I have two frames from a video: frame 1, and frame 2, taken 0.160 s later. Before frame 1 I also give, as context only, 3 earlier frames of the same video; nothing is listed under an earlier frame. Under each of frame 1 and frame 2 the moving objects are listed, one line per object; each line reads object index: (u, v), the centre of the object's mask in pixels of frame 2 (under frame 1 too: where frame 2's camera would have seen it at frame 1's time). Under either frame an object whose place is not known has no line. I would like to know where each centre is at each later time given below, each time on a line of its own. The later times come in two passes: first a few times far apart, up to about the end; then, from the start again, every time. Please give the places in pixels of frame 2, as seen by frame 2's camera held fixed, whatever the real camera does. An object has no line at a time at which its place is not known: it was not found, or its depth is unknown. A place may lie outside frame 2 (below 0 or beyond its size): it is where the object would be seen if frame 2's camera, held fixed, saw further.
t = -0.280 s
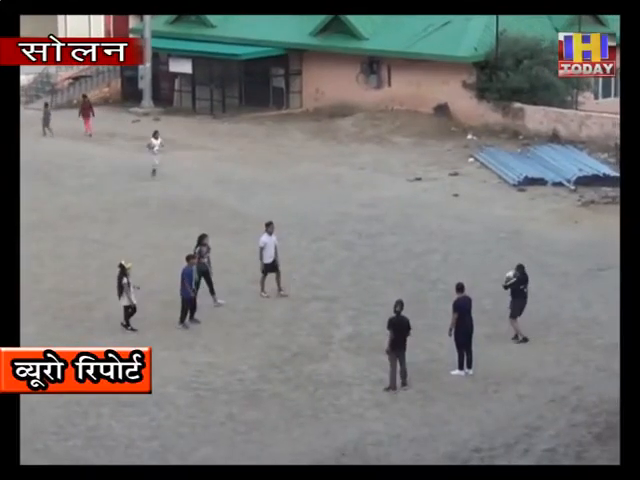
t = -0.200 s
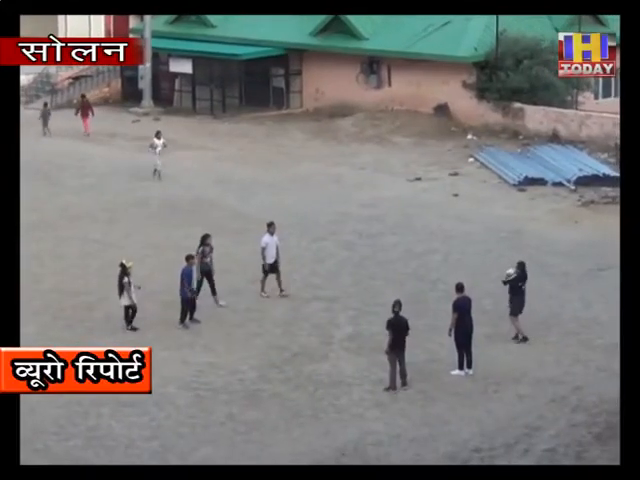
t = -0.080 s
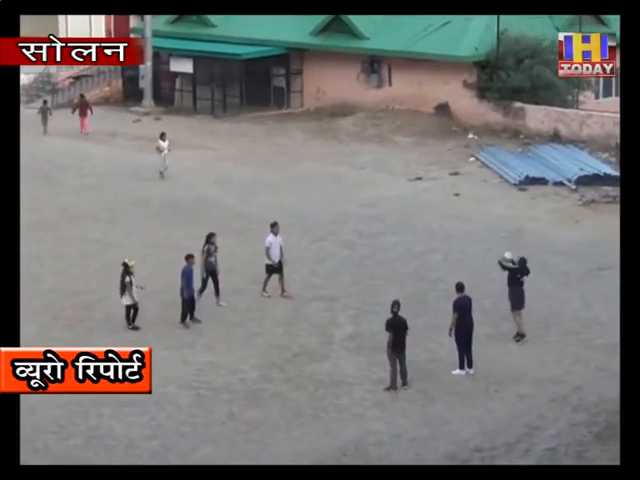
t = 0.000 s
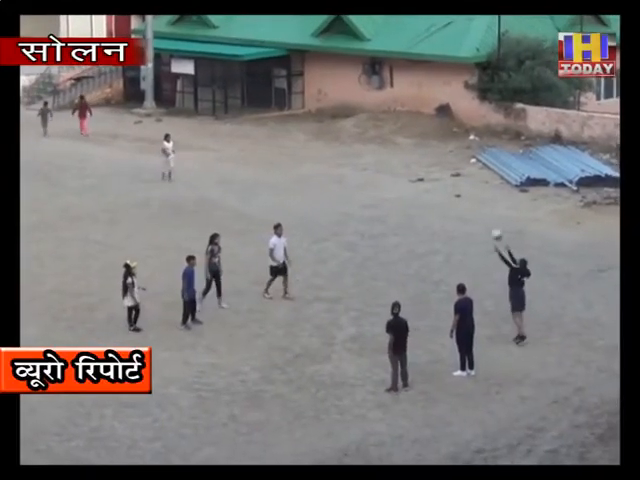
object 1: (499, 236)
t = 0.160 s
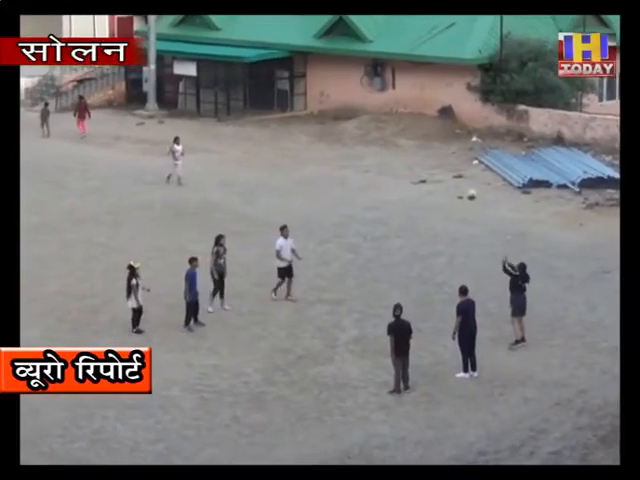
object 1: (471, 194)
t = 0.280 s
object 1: (451, 173)
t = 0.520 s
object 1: (415, 153)
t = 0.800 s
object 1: (377, 165)
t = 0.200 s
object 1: (464, 187)
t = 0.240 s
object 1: (457, 179)
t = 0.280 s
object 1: (451, 173)
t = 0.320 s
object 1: (445, 168)
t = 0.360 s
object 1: (438, 163)
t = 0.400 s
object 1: (432, 159)
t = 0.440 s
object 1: (427, 156)
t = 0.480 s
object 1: (421, 155)
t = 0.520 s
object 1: (415, 153)
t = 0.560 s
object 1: (409, 153)
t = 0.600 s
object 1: (404, 152)
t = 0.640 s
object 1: (399, 153)
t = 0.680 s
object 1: (393, 155)
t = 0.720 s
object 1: (387, 158)
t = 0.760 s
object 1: (382, 160)
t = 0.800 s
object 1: (377, 165)
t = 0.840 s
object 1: (372, 170)
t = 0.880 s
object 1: (367, 175)
